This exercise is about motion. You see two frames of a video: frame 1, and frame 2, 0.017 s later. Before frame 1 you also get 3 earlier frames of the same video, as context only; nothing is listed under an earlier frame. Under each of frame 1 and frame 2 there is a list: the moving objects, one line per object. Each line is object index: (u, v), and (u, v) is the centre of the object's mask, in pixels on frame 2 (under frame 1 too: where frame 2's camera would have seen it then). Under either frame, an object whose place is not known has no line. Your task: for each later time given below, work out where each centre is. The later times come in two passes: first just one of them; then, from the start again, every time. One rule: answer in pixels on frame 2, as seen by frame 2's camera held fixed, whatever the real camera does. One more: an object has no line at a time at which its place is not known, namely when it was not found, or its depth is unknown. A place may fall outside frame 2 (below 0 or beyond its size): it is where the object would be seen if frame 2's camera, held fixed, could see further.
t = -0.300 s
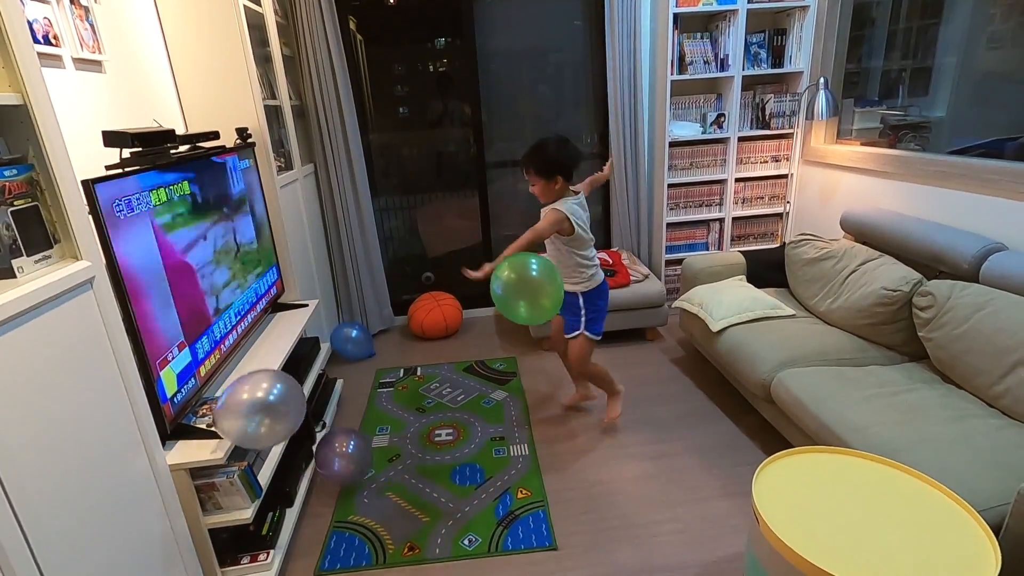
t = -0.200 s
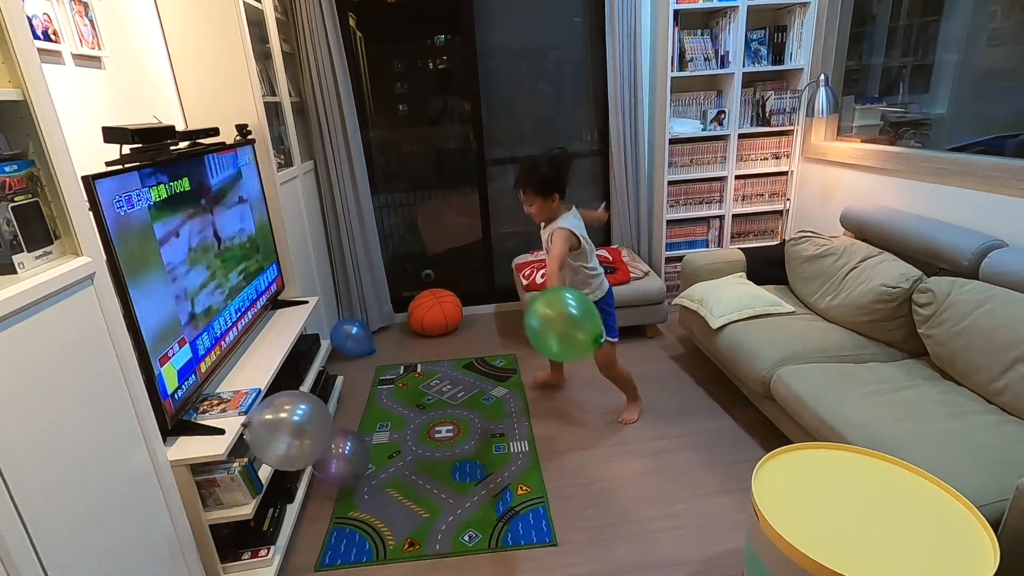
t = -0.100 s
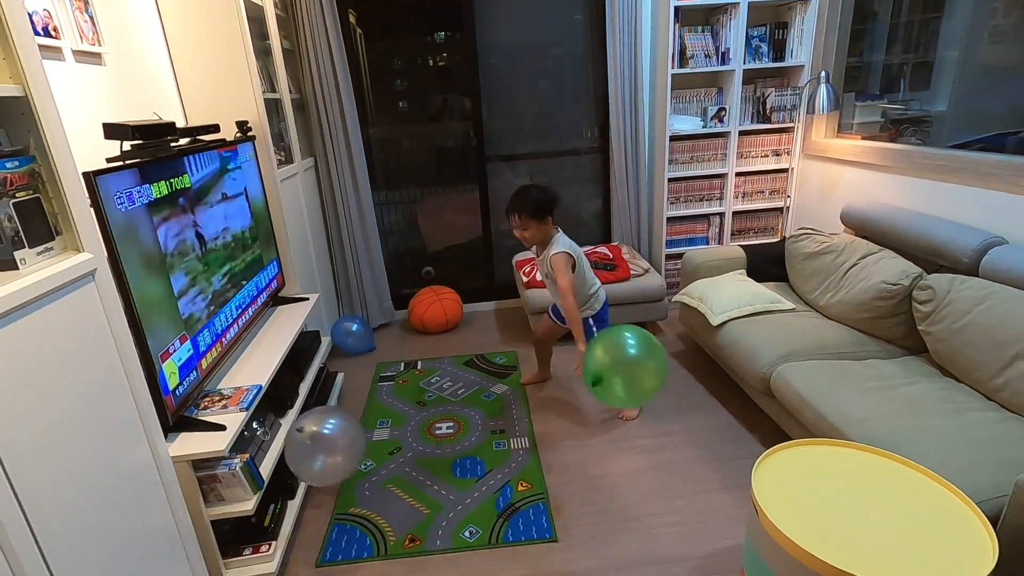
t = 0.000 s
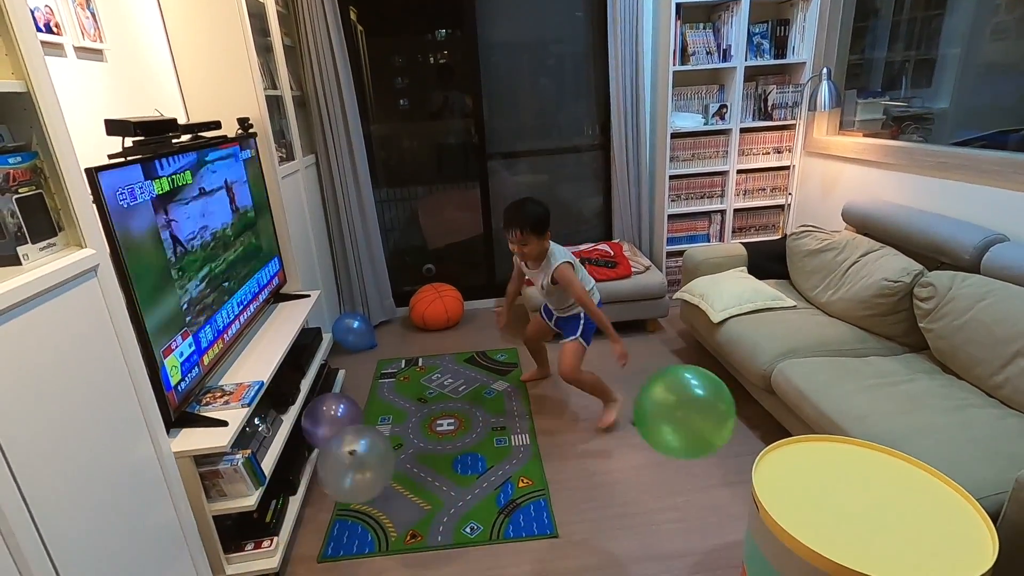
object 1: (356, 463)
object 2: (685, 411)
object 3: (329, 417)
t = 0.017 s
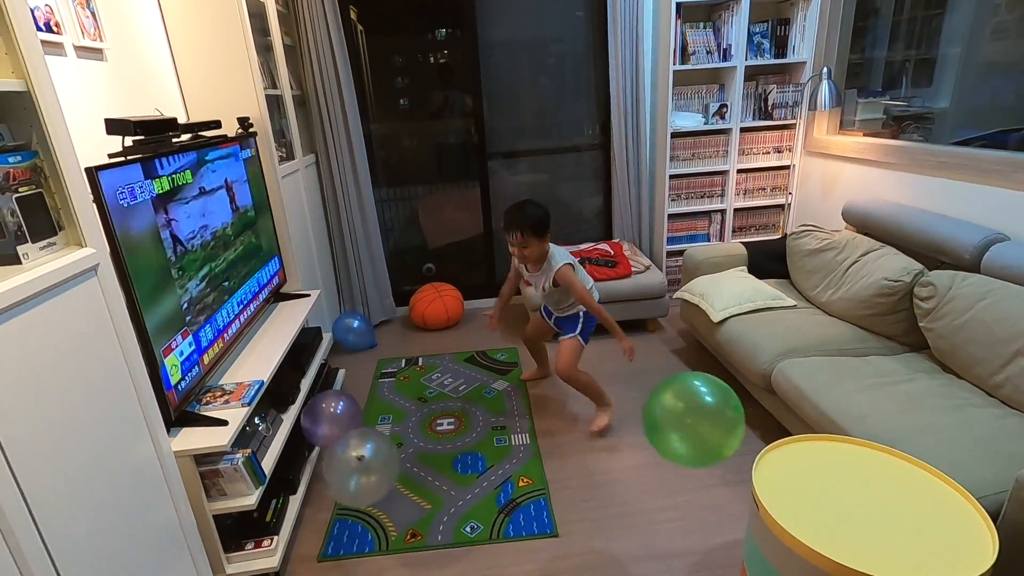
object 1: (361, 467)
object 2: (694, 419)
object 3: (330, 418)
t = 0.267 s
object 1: (426, 539)
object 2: (799, 550)
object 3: (322, 407)
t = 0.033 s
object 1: (365, 471)
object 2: (703, 428)
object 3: (331, 417)
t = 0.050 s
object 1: (371, 475)
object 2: (711, 437)
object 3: (330, 416)
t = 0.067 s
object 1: (375, 480)
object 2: (719, 446)
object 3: (330, 414)
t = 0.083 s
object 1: (379, 484)
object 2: (726, 455)
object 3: (329, 413)
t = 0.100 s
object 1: (383, 488)
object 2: (733, 465)
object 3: (328, 411)
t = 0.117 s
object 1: (388, 492)
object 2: (740, 475)
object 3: (327, 410)
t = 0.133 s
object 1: (392, 497)
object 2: (748, 484)
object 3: (326, 409)
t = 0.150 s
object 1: (395, 501)
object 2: (756, 495)
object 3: (326, 409)
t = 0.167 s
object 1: (400, 506)
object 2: (763, 505)
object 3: (325, 408)
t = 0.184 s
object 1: (404, 511)
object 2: (771, 516)
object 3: (324, 407)
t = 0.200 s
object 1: (408, 517)
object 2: (779, 527)
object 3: (324, 407)
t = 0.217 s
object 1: (413, 522)
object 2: (785, 534)
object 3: (323, 407)
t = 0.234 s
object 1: (418, 527)
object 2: (790, 539)
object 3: (322, 407)
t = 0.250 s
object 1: (422, 532)
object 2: (795, 545)
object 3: (322, 407)
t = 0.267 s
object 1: (426, 539)
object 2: (799, 550)
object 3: (322, 407)
